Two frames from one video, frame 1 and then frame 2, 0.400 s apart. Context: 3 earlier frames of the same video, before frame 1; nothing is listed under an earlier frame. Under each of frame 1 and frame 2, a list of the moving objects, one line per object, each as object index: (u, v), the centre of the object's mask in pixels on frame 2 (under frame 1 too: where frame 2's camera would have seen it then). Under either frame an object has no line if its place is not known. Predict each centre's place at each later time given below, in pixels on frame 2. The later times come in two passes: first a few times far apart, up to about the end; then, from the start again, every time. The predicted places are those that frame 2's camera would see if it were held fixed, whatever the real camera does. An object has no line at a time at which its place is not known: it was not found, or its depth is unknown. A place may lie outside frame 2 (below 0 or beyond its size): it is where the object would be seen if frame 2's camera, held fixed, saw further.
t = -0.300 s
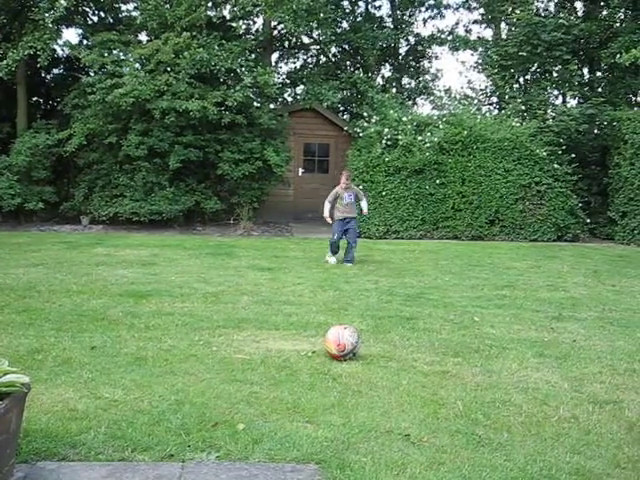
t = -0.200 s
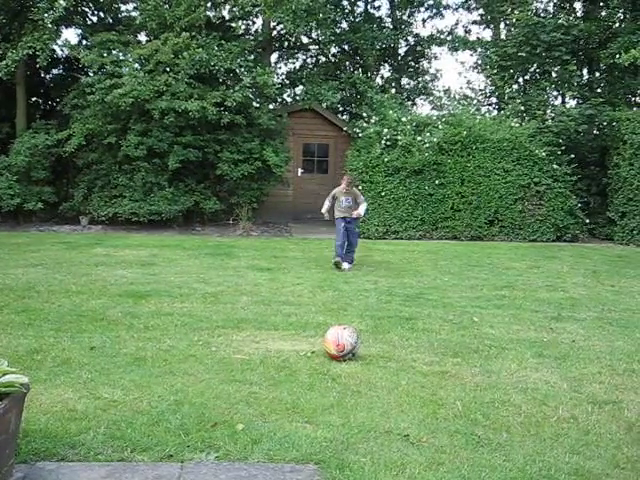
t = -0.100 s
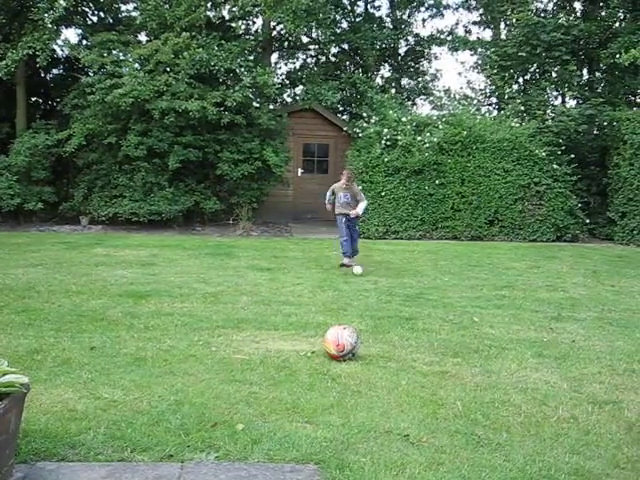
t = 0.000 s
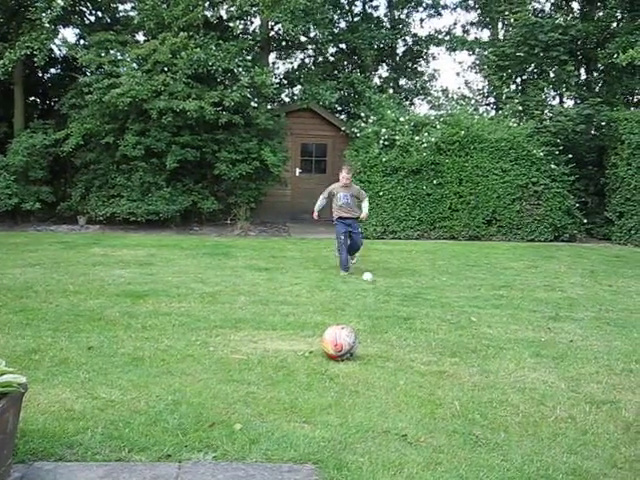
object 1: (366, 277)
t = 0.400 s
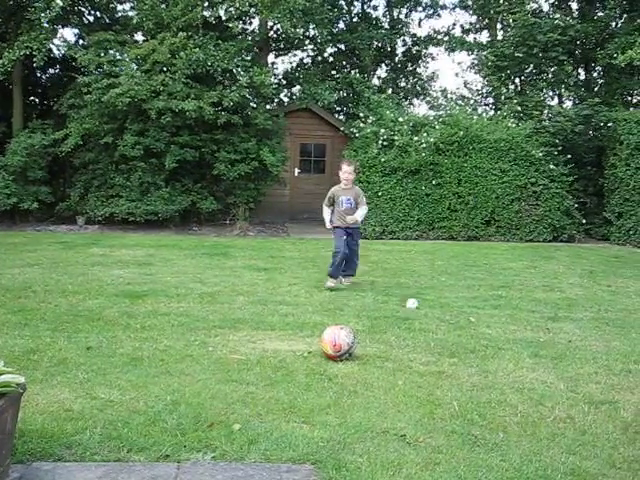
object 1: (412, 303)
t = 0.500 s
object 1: (422, 308)
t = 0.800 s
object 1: (455, 329)
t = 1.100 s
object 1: (484, 347)
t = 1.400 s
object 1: (508, 363)
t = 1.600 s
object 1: (522, 371)
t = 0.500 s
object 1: (422, 308)
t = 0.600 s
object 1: (433, 316)
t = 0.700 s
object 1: (444, 321)
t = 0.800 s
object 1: (455, 329)
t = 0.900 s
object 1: (465, 335)
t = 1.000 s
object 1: (474, 341)
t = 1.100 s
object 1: (484, 347)
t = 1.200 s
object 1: (492, 352)
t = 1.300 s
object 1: (501, 357)
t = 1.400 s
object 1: (508, 363)
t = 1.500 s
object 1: (515, 367)
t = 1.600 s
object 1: (522, 371)
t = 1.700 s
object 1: (530, 376)
